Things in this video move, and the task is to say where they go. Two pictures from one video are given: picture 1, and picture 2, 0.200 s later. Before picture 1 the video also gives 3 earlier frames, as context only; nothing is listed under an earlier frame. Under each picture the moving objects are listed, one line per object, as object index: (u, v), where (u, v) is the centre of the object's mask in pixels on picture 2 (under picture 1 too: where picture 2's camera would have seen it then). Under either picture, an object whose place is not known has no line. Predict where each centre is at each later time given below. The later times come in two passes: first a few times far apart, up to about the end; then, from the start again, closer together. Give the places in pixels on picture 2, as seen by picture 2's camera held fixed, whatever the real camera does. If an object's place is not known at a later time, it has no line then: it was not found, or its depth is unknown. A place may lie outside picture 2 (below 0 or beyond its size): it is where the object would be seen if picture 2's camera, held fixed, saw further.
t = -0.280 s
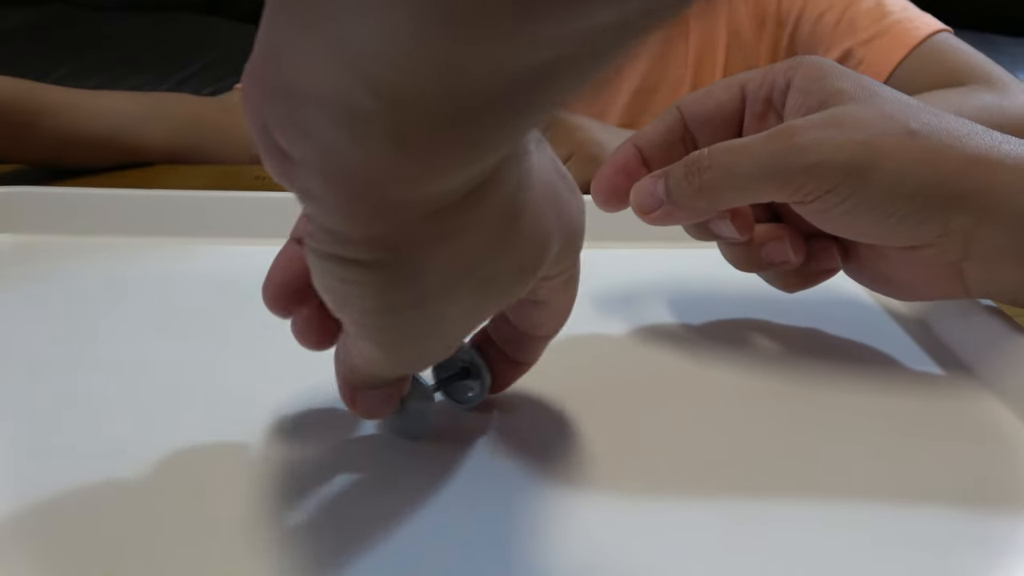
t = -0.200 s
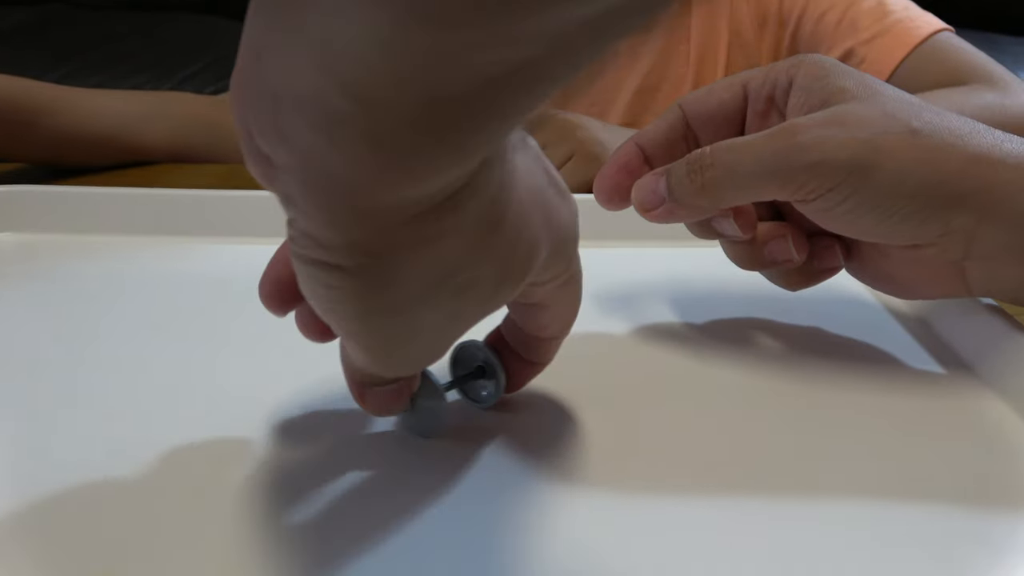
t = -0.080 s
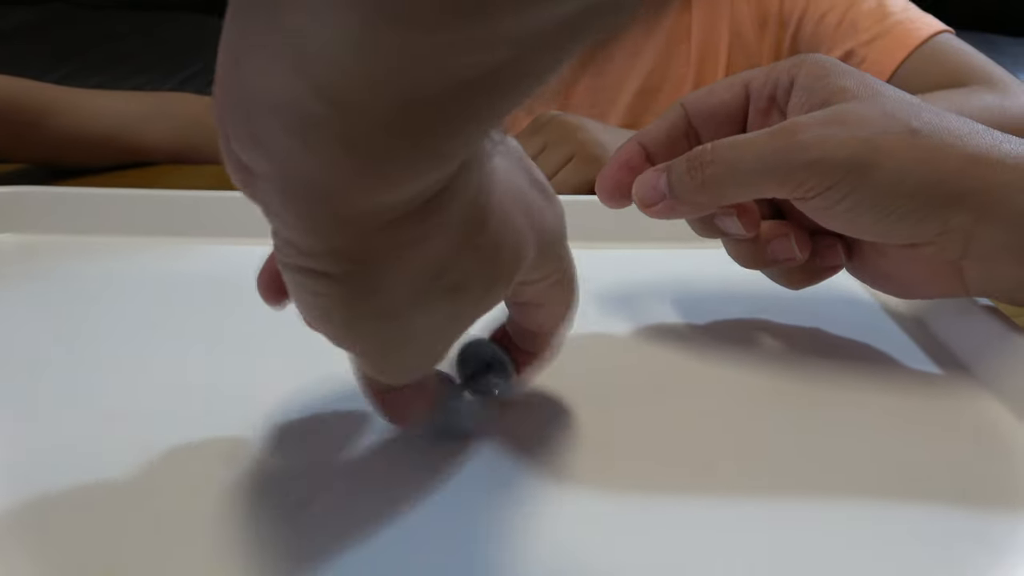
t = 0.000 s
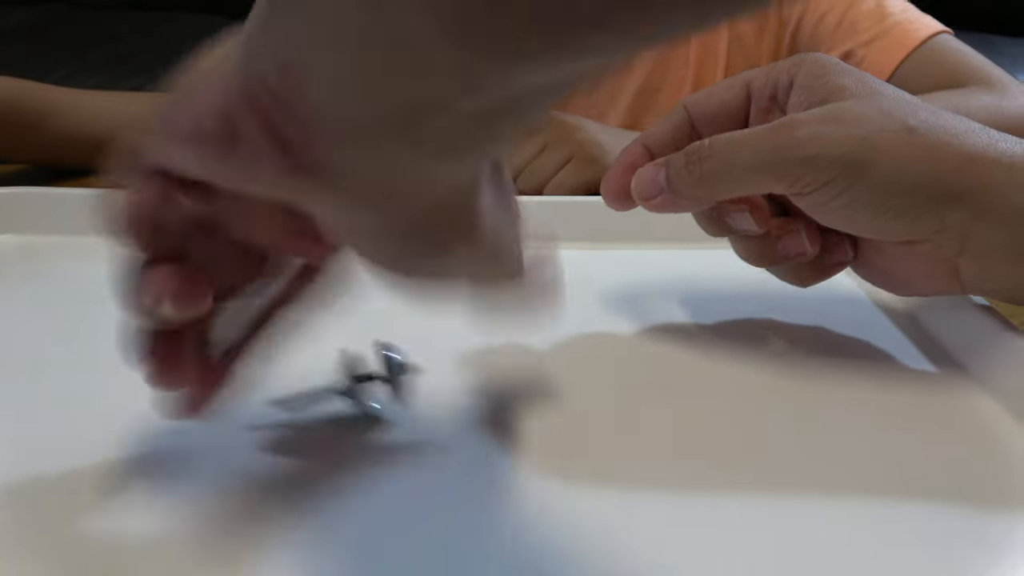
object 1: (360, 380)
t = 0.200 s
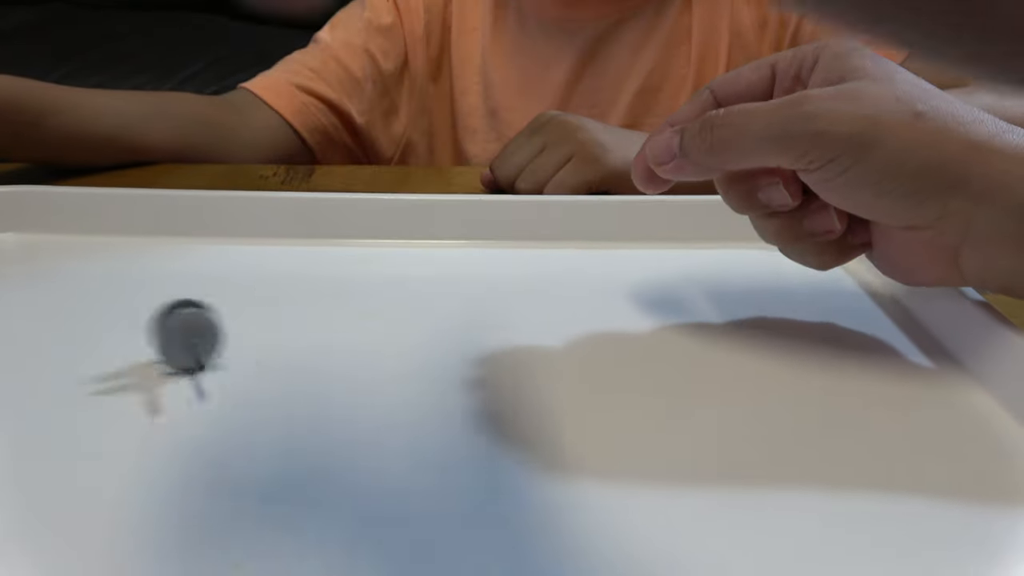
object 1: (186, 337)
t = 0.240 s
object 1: (155, 336)
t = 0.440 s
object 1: (79, 360)
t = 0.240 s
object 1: (155, 336)
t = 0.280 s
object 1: (127, 339)
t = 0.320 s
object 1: (104, 344)
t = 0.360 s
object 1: (90, 350)
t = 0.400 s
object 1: (83, 356)
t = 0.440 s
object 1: (79, 360)
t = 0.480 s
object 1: (82, 365)
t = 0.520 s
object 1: (88, 371)
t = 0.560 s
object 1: (93, 376)
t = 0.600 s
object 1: (99, 381)
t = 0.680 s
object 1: (127, 389)
